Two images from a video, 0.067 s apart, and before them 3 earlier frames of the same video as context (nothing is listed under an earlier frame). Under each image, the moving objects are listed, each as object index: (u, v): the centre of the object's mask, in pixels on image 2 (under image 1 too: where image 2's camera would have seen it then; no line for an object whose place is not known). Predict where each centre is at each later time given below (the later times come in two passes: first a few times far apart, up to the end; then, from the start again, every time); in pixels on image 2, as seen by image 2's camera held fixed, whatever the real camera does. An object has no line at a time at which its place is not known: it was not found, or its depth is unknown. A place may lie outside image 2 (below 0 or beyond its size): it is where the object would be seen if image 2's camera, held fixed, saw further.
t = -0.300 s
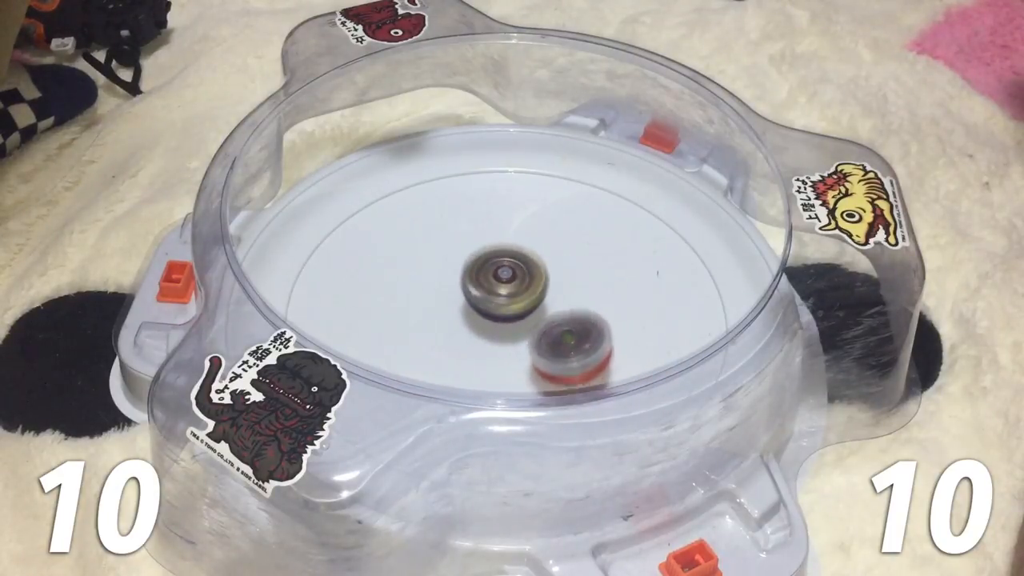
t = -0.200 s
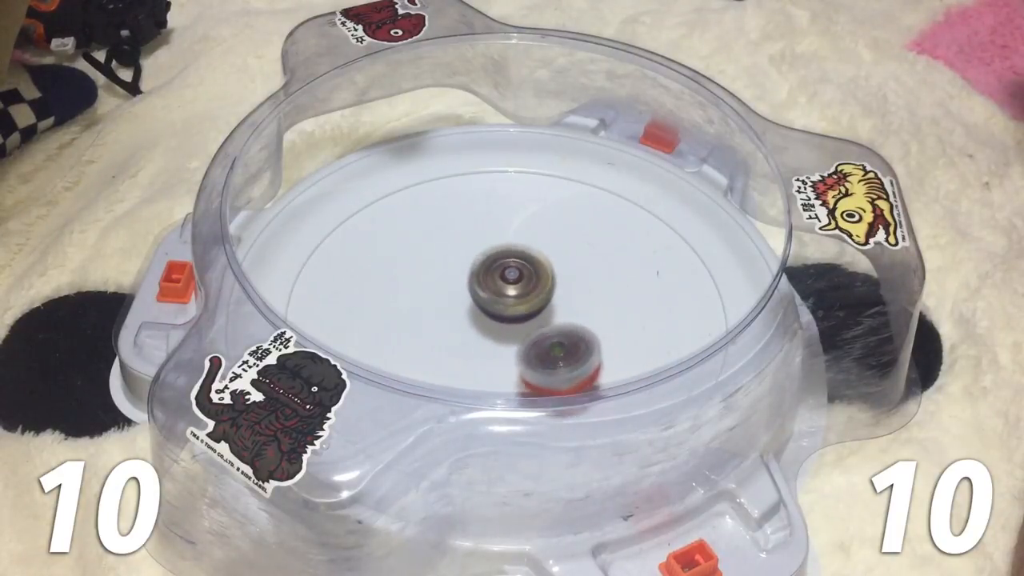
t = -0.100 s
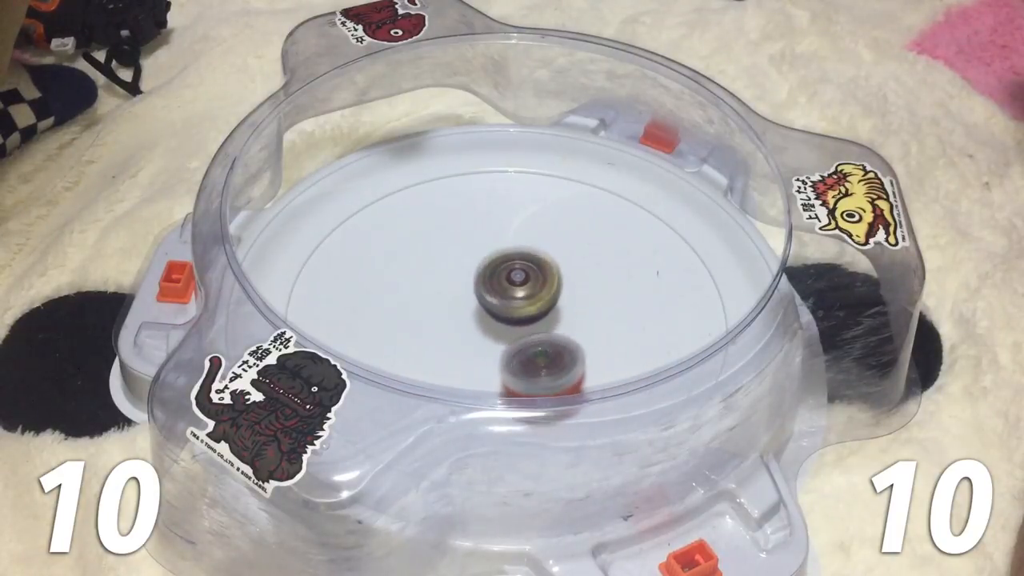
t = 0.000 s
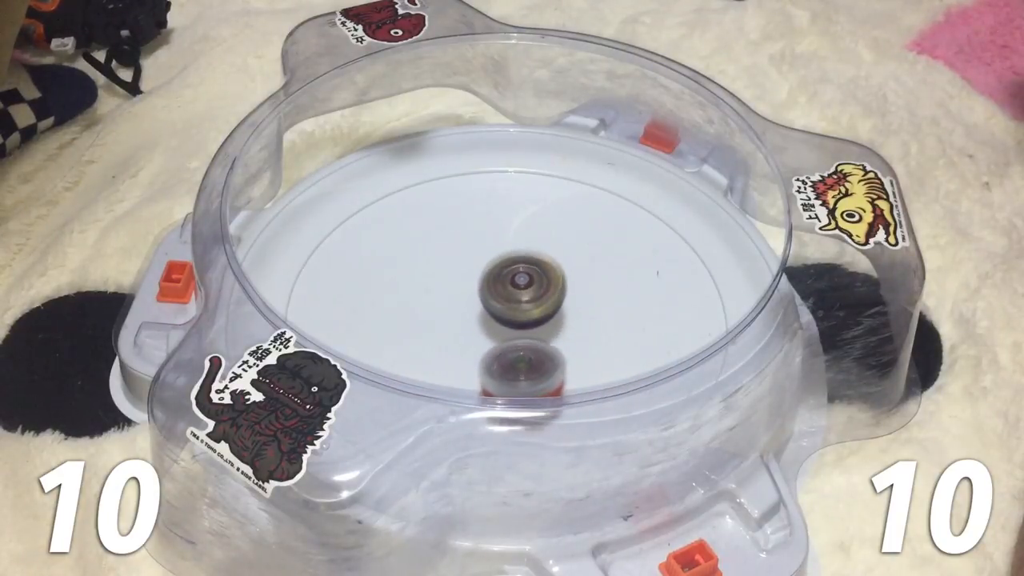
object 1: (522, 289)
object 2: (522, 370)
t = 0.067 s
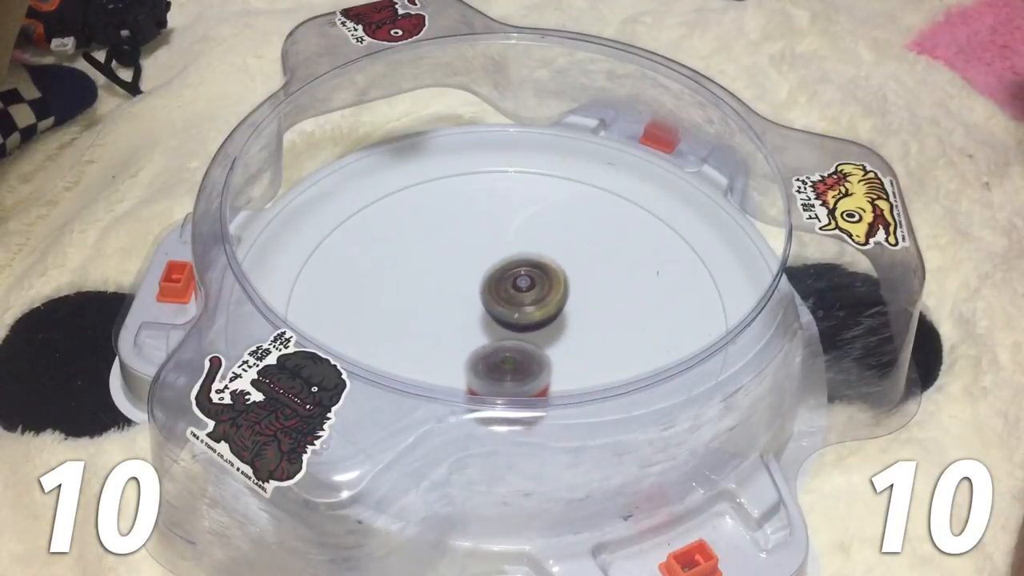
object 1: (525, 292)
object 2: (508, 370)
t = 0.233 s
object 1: (526, 300)
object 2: (476, 366)
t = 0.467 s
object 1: (523, 311)
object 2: (433, 345)
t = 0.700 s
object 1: (511, 313)
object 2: (416, 307)
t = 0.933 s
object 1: (531, 326)
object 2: (397, 244)
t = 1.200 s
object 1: (535, 326)
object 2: (417, 210)
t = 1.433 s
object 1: (511, 312)
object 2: (477, 222)
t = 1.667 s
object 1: (490, 305)
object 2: (556, 247)
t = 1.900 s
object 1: (482, 299)
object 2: (607, 284)
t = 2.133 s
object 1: (487, 291)
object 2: (614, 326)
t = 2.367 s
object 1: (499, 289)
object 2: (569, 365)
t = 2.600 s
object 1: (512, 293)
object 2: (493, 371)
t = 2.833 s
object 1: (517, 302)
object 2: (424, 348)
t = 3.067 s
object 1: (511, 311)
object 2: (399, 299)
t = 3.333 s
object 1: (497, 313)
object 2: (430, 251)
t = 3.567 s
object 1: (490, 308)
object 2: (494, 236)
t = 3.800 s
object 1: (493, 297)
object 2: (560, 251)
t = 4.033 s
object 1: (504, 291)
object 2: (594, 290)
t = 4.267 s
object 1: (509, 288)
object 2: (587, 334)
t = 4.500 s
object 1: (509, 291)
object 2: (530, 367)
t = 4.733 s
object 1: (505, 296)
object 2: (460, 364)
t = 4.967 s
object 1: (499, 300)
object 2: (416, 329)
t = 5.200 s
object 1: (509, 300)
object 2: (415, 279)
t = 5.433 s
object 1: (519, 302)
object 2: (459, 242)
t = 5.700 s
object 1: (517, 307)
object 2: (533, 241)
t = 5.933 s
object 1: (504, 308)
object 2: (581, 273)
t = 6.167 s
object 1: (489, 304)
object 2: (588, 318)
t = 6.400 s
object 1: (485, 296)
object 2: (544, 362)
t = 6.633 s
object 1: (492, 292)
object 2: (477, 365)
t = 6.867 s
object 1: (504, 294)
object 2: (428, 333)
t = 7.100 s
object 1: (518, 301)
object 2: (426, 284)
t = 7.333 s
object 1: (518, 311)
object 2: (470, 250)
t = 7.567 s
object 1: (506, 315)
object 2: (534, 250)
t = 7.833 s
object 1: (494, 306)
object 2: (579, 284)
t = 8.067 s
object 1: (490, 296)
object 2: (571, 335)
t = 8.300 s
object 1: (499, 291)
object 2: (520, 364)
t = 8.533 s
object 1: (509, 293)
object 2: (456, 350)
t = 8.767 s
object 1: (520, 298)
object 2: (424, 309)
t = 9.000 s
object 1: (517, 305)
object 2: (446, 266)
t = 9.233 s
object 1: (511, 317)
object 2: (496, 247)
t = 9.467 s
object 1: (495, 314)
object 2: (554, 264)
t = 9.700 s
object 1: (485, 304)
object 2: (578, 305)
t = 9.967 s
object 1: (488, 289)
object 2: (549, 354)
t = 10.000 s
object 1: (490, 288)
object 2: (541, 358)
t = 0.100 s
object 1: (525, 294)
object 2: (502, 370)
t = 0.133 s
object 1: (525, 295)
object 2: (494, 370)
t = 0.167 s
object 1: (526, 297)
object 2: (489, 368)
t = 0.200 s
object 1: (526, 299)
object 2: (482, 367)
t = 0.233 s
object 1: (526, 300)
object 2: (476, 366)
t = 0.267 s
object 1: (525, 302)
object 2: (470, 364)
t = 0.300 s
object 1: (525, 304)
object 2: (464, 362)
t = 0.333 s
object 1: (524, 306)
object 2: (459, 359)
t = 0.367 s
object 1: (522, 308)
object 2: (454, 356)
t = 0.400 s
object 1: (522, 309)
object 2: (446, 352)
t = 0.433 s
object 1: (523, 310)
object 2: (438, 349)
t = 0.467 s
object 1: (523, 311)
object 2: (433, 345)
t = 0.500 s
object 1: (522, 311)
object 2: (429, 340)
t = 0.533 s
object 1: (520, 312)
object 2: (425, 335)
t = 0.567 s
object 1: (519, 312)
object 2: (422, 330)
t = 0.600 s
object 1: (517, 313)
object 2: (420, 325)
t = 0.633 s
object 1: (516, 313)
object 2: (419, 319)
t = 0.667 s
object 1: (514, 313)
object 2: (417, 313)
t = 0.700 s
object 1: (511, 313)
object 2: (416, 307)
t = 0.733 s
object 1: (509, 313)
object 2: (417, 301)
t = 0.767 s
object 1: (507, 313)
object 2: (417, 296)
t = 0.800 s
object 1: (505, 312)
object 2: (419, 290)
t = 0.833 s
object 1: (505, 312)
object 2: (420, 284)
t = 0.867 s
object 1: (515, 319)
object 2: (410, 268)
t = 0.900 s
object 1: (524, 323)
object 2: (402, 254)
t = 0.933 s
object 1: (531, 326)
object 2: (397, 244)
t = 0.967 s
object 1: (536, 328)
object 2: (395, 236)
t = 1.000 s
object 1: (539, 329)
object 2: (394, 229)
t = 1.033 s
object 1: (541, 330)
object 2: (395, 224)
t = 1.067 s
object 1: (541, 330)
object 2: (398, 220)
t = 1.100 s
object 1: (540, 330)
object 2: (401, 216)
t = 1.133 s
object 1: (539, 329)
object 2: (406, 213)
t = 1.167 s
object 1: (537, 327)
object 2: (411, 211)
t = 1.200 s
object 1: (535, 326)
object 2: (417, 210)
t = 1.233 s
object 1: (532, 324)
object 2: (423, 210)
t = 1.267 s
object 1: (529, 322)
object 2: (430, 211)
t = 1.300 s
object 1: (525, 320)
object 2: (438, 212)
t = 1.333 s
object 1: (521, 318)
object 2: (446, 213)
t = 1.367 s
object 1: (518, 316)
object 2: (456, 216)
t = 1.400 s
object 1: (514, 314)
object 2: (467, 218)
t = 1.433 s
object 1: (511, 312)
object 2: (477, 222)
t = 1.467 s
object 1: (508, 311)
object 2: (488, 225)
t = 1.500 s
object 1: (505, 309)
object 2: (499, 230)
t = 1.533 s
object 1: (502, 308)
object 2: (510, 238)
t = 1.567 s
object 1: (501, 305)
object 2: (522, 240)
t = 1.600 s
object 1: (498, 304)
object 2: (533, 242)
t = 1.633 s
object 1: (493, 305)
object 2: (546, 243)
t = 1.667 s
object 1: (490, 305)
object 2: (556, 247)
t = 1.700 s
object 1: (487, 305)
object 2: (565, 254)
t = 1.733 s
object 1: (485, 304)
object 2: (574, 257)
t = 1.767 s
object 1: (484, 304)
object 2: (582, 262)
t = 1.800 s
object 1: (483, 302)
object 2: (590, 266)
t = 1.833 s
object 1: (483, 301)
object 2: (596, 272)
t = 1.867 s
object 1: (482, 300)
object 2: (602, 278)
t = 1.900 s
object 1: (482, 299)
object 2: (607, 284)
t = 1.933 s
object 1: (482, 298)
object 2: (612, 282)
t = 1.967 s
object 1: (482, 296)
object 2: (615, 289)
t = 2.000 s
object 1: (483, 295)
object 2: (617, 297)
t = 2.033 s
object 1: (484, 294)
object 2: (618, 304)
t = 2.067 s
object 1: (485, 293)
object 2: (618, 312)
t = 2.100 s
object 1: (486, 292)
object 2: (616, 319)
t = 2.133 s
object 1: (487, 291)
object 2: (614, 326)
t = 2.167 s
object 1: (489, 290)
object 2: (611, 333)
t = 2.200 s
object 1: (490, 290)
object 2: (606, 340)
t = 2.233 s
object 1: (492, 289)
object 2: (600, 346)
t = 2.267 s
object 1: (494, 289)
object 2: (593, 352)
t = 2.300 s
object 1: (495, 289)
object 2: (586, 357)
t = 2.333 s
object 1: (497, 289)
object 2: (578, 361)
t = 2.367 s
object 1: (499, 289)
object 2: (569, 365)
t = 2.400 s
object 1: (501, 289)
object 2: (559, 368)
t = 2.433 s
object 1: (504, 290)
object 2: (549, 370)
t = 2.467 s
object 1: (506, 290)
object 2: (538, 371)
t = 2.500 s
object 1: (507, 291)
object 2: (527, 371)
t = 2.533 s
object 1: (509, 292)
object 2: (516, 372)
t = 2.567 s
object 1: (511, 292)
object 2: (504, 372)
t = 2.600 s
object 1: (512, 293)
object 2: (493, 371)
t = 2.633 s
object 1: (514, 295)
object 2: (481, 369)
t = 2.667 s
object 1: (515, 296)
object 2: (470, 368)
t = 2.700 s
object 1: (516, 297)
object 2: (460, 365)
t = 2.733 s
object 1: (517, 298)
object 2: (449, 362)
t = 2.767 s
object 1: (517, 299)
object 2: (440, 358)
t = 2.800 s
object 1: (517, 301)
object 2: (432, 354)
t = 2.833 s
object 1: (517, 302)
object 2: (424, 348)
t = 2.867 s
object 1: (517, 304)
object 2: (417, 341)
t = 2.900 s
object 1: (517, 305)
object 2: (411, 334)
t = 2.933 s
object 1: (516, 306)
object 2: (407, 327)
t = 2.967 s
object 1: (515, 308)
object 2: (404, 320)
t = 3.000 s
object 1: (514, 309)
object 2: (401, 313)
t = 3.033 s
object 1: (513, 310)
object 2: (399, 306)
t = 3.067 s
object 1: (511, 311)
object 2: (399, 299)
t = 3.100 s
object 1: (510, 312)
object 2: (399, 292)
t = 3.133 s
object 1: (508, 312)
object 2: (401, 284)
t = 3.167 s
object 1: (506, 313)
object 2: (404, 278)
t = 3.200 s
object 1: (505, 313)
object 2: (407, 272)
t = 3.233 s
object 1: (503, 313)
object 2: (412, 266)
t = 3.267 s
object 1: (501, 313)
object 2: (417, 261)
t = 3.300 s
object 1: (500, 313)
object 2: (423, 256)
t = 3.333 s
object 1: (497, 313)
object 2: (430, 251)
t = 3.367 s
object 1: (496, 312)
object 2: (438, 248)
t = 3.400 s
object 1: (495, 312)
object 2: (446, 244)
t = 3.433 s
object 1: (493, 311)
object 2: (455, 241)
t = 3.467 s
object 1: (492, 310)
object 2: (465, 239)
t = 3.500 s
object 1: (491, 310)
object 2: (474, 238)
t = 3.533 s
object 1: (491, 309)
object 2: (484, 236)
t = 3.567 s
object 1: (490, 308)
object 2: (494, 236)
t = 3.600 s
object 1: (490, 306)
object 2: (504, 236)
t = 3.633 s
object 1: (489, 305)
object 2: (514, 235)
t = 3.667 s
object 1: (489, 302)
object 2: (524, 236)
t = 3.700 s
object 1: (490, 301)
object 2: (533, 237)
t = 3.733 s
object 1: (491, 299)
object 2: (542, 240)
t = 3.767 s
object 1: (492, 298)
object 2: (551, 245)
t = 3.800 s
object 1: (493, 297)
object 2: (560, 251)
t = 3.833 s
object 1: (495, 295)
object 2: (566, 255)
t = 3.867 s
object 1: (496, 294)
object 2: (573, 260)
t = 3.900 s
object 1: (497, 293)
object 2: (578, 265)
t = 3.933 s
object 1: (499, 292)
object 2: (583, 271)
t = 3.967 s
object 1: (501, 292)
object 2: (587, 277)
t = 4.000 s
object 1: (503, 291)
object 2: (591, 283)
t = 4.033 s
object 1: (504, 291)
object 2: (594, 290)
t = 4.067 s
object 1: (506, 291)
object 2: (597, 298)
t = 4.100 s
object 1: (508, 290)
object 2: (597, 300)
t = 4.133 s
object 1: (508, 290)
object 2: (599, 306)
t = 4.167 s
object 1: (508, 289)
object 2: (599, 313)
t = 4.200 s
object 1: (509, 289)
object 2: (596, 319)
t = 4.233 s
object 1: (509, 288)
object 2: (592, 326)
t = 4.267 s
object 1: (509, 288)
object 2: (587, 334)
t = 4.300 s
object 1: (509, 289)
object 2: (581, 340)
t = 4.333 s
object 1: (509, 289)
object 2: (575, 346)
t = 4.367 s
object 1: (509, 289)
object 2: (568, 352)
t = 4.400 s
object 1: (509, 290)
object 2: (560, 358)
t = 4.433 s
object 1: (509, 290)
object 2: (550, 362)
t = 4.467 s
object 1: (509, 291)
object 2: (540, 365)
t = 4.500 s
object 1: (509, 291)
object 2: (530, 367)
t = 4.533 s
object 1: (509, 292)
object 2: (520, 369)
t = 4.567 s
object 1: (509, 292)
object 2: (510, 369)
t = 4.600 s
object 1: (508, 293)
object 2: (500, 369)
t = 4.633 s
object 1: (507, 294)
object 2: (490, 369)
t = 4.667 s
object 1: (507, 295)
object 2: (480, 368)
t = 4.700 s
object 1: (506, 296)
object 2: (470, 366)
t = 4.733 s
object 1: (505, 296)
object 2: (460, 364)
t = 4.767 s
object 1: (504, 297)
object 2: (452, 362)
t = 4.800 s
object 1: (503, 298)
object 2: (444, 359)
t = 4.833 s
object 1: (502, 299)
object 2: (435, 354)
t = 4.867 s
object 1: (501, 299)
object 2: (428, 349)
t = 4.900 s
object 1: (500, 299)
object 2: (424, 342)
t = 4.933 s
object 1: (499, 300)
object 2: (420, 335)
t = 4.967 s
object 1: (499, 300)
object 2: (416, 329)
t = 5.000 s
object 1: (499, 300)
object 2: (413, 322)
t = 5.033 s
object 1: (499, 300)
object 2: (412, 316)
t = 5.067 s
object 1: (499, 300)
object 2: (411, 309)
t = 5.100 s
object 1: (501, 300)
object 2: (410, 301)
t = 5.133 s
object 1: (504, 300)
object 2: (409, 293)
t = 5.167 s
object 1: (507, 300)
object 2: (411, 287)
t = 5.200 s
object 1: (509, 300)
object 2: (415, 279)
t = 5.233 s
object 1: (511, 300)
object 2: (419, 273)
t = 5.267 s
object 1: (513, 300)
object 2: (424, 267)
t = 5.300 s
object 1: (515, 301)
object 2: (429, 261)
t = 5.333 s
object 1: (516, 301)
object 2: (436, 255)
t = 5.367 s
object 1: (517, 301)
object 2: (443, 250)
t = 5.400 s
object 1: (518, 302)
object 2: (451, 246)
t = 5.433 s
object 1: (519, 302)
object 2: (459, 242)
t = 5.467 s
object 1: (519, 303)
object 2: (467, 240)
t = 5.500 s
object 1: (520, 304)
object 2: (476, 238)
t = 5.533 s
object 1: (520, 304)
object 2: (485, 237)
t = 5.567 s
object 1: (519, 304)
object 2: (495, 236)
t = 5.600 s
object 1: (519, 306)
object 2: (504, 236)
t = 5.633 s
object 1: (519, 306)
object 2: (514, 235)
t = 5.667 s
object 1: (518, 307)
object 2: (523, 238)
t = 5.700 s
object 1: (517, 307)
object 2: (533, 241)
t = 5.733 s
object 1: (516, 307)
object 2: (542, 244)
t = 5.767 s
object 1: (516, 307)
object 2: (551, 248)
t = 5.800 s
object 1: (515, 307)
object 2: (559, 252)
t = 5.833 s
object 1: (512, 307)
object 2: (566, 257)
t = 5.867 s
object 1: (509, 308)
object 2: (573, 263)
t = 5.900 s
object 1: (506, 308)
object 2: (577, 269)
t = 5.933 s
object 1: (504, 308)
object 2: (581, 273)
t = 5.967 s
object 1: (502, 308)
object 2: (586, 275)
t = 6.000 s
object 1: (499, 307)
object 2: (589, 289)
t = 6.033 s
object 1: (497, 307)
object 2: (591, 296)
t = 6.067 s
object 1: (495, 306)
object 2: (592, 303)
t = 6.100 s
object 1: (493, 306)
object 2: (592, 303)
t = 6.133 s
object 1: (490, 305)
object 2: (591, 311)
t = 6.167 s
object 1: (489, 304)
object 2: (588, 318)
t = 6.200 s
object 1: (488, 303)
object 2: (584, 326)
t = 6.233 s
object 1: (486, 302)
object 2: (579, 332)
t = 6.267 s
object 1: (485, 300)
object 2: (573, 339)
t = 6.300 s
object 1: (485, 299)
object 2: (567, 346)
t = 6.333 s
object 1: (484, 298)
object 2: (560, 352)
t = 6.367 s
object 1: (484, 297)
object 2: (552, 358)
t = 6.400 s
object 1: (485, 296)
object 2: (544, 362)
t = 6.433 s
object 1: (485, 295)
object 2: (535, 365)
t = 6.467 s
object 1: (486, 294)
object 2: (525, 367)
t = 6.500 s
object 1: (487, 293)
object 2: (516, 368)
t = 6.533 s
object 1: (488, 293)
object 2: (506, 369)
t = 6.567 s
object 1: (489, 292)
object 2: (496, 368)
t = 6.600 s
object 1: (491, 292)
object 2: (486, 367)
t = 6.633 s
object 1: (492, 292)
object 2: (477, 365)
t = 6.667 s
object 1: (494, 292)
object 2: (468, 364)
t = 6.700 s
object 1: (495, 292)
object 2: (460, 361)
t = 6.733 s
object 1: (497, 292)
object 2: (451, 358)
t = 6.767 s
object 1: (499, 292)
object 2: (444, 354)
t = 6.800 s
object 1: (500, 293)
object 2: (437, 345)
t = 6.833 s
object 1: (502, 294)
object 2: (432, 339)
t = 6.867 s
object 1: (504, 294)
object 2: (428, 333)
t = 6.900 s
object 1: (508, 294)
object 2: (424, 326)
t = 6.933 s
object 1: (510, 295)
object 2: (421, 319)
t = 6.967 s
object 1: (512, 296)
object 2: (420, 312)
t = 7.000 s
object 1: (513, 297)
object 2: (420, 305)
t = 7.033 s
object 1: (515, 298)
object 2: (421, 298)
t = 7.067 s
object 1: (517, 299)
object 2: (423, 290)
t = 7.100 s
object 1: (518, 301)
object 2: (426, 284)
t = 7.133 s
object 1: (518, 302)
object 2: (430, 278)
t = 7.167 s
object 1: (519, 304)
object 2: (435, 272)
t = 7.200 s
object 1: (520, 305)
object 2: (440, 266)
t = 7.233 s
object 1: (520, 306)
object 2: (447, 262)
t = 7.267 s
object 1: (520, 308)
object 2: (454, 257)
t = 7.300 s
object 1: (519, 309)
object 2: (462, 253)
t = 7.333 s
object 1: (518, 311)
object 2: (470, 250)
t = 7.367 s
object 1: (517, 312)
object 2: (478, 247)
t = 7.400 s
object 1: (515, 313)
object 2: (487, 246)
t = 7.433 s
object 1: (514, 315)
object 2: (496, 245)
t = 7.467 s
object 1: (512, 315)
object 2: (504, 247)
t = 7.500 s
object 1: (510, 315)
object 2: (514, 246)
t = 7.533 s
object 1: (508, 316)
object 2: (524, 248)
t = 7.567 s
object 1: (506, 315)
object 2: (534, 250)
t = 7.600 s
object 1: (505, 314)
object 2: (543, 253)
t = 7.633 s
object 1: (503, 313)
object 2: (550, 257)
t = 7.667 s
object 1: (501, 312)
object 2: (557, 262)
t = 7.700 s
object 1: (499, 311)
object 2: (563, 267)
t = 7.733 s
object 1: (498, 310)
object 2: (568, 273)
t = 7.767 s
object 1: (496, 309)
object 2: (572, 279)
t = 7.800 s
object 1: (496, 307)
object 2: (575, 281)
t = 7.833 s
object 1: (494, 306)
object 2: (579, 284)
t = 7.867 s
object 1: (492, 304)
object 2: (582, 291)
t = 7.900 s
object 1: (491, 303)
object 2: (582, 299)
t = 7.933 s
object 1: (490, 302)
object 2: (583, 305)
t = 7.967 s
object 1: (490, 301)
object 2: (581, 313)
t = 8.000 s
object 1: (490, 299)
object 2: (579, 320)
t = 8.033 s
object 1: (490, 298)
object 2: (575, 327)
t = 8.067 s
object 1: (490, 296)
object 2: (571, 335)
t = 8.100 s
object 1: (491, 295)
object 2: (566, 340)
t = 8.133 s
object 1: (492, 294)
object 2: (560, 346)
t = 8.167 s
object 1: (493, 293)
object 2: (554, 352)
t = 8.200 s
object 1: (494, 292)
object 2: (546, 355)
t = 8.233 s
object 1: (496, 292)
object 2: (538, 359)
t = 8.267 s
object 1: (497, 291)
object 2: (529, 363)
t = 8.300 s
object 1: (499, 291)
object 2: (520, 364)
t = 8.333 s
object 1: (500, 291)
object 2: (510, 364)
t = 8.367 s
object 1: (502, 291)
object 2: (501, 364)
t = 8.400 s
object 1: (504, 291)
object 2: (491, 364)
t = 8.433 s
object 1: (505, 291)
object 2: (482, 362)
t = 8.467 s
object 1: (507, 292)
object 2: (472, 359)
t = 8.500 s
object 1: (508, 292)
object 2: (463, 356)
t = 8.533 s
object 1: (509, 293)
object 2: (456, 350)
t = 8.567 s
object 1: (511, 294)
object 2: (448, 345)
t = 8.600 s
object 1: (513, 294)
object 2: (439, 340)
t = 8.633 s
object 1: (516, 295)
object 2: (435, 335)
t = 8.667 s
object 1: (517, 295)
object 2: (430, 329)
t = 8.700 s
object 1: (518, 296)
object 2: (427, 322)
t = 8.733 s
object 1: (519, 297)
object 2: (425, 316)
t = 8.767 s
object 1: (520, 298)
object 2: (424, 309)
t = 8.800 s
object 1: (520, 298)
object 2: (424, 303)
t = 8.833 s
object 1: (520, 300)
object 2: (425, 296)
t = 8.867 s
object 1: (520, 301)
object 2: (428, 289)
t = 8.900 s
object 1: (520, 302)
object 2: (431, 283)
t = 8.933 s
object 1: (519, 303)
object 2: (435, 277)
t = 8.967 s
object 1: (518, 304)
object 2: (440, 271)
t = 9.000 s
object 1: (517, 305)
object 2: (446, 266)
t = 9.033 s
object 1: (518, 307)
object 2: (451, 261)
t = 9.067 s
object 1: (518, 310)
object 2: (456, 255)
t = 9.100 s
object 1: (517, 312)
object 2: (462, 253)
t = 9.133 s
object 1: (516, 313)
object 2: (470, 250)
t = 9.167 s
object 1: (515, 315)
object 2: (479, 248)
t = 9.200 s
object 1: (514, 316)
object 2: (487, 247)
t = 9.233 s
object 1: (511, 317)
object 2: (496, 247)
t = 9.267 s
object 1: (510, 317)
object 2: (504, 249)
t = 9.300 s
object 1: (507, 318)
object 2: (514, 250)
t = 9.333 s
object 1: (505, 317)
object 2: (523, 252)
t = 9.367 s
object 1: (503, 316)
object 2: (532, 254)
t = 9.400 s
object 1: (501, 315)
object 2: (541, 258)
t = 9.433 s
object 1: (499, 315)
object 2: (547, 260)
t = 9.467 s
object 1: (495, 314)
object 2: (554, 264)
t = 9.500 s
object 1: (494, 313)
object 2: (560, 269)
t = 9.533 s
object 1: (492, 312)
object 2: (564, 272)
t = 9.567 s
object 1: (491, 311)
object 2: (568, 278)
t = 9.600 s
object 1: (490, 309)
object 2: (572, 284)
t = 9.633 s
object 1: (489, 308)
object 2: (574, 290)
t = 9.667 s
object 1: (486, 306)
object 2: (577, 297)
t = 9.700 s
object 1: (485, 304)
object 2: (578, 305)
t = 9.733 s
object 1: (485, 303)
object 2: (577, 310)
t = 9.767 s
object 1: (485, 301)
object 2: (575, 318)
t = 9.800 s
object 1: (485, 299)
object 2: (572, 325)
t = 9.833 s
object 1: (485, 296)
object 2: (570, 332)
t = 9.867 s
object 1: (485, 294)
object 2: (567, 339)
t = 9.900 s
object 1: (485, 293)
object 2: (562, 344)
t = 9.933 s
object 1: (486, 291)
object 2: (556, 349)
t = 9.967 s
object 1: (488, 289)
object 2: (549, 354)
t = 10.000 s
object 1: (490, 288)
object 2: (541, 358)
